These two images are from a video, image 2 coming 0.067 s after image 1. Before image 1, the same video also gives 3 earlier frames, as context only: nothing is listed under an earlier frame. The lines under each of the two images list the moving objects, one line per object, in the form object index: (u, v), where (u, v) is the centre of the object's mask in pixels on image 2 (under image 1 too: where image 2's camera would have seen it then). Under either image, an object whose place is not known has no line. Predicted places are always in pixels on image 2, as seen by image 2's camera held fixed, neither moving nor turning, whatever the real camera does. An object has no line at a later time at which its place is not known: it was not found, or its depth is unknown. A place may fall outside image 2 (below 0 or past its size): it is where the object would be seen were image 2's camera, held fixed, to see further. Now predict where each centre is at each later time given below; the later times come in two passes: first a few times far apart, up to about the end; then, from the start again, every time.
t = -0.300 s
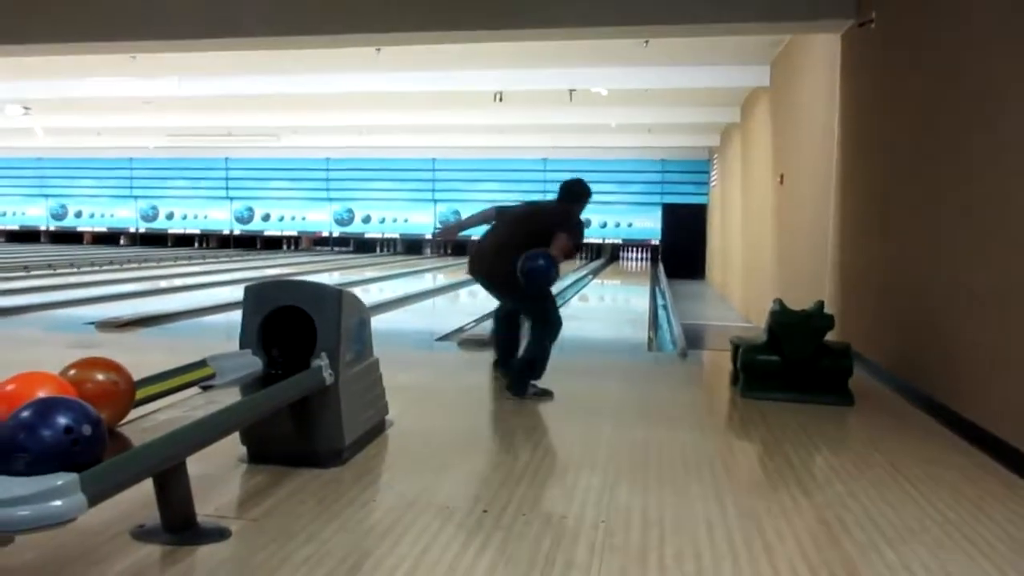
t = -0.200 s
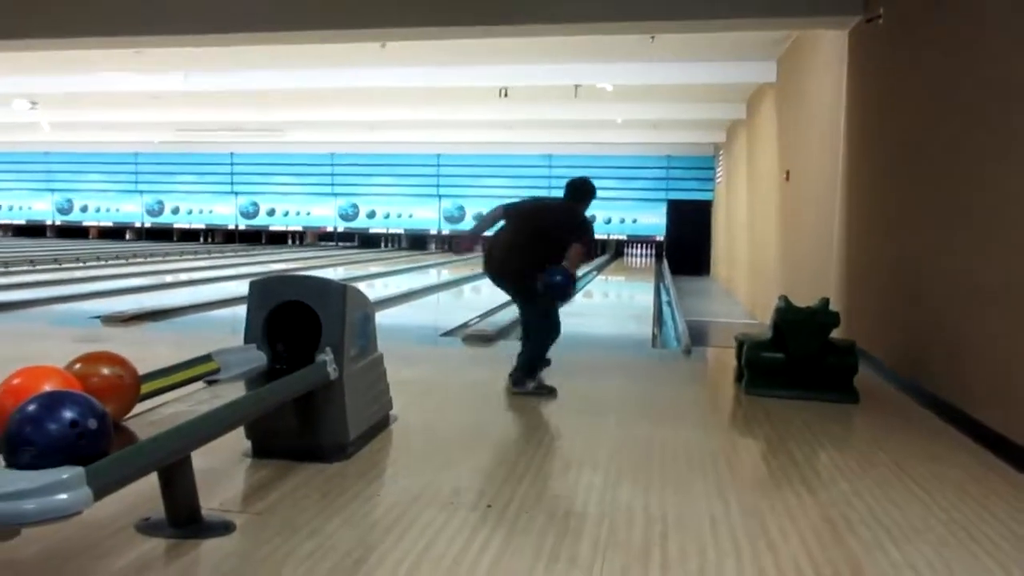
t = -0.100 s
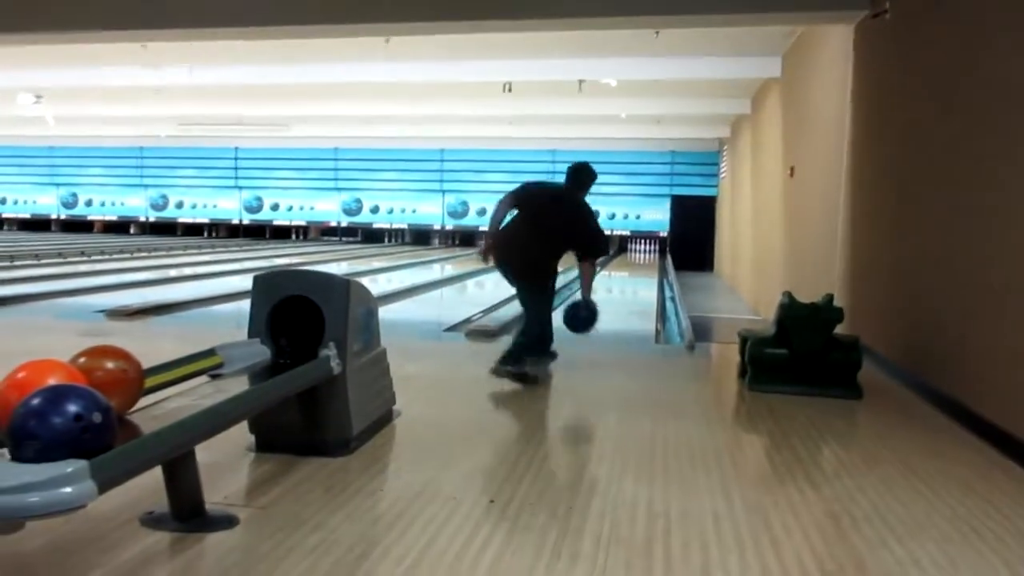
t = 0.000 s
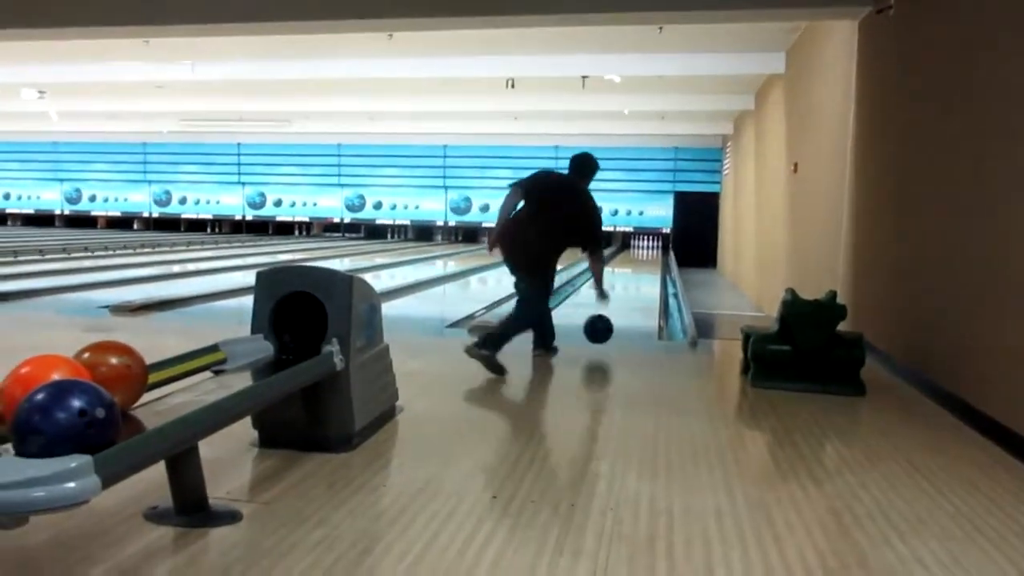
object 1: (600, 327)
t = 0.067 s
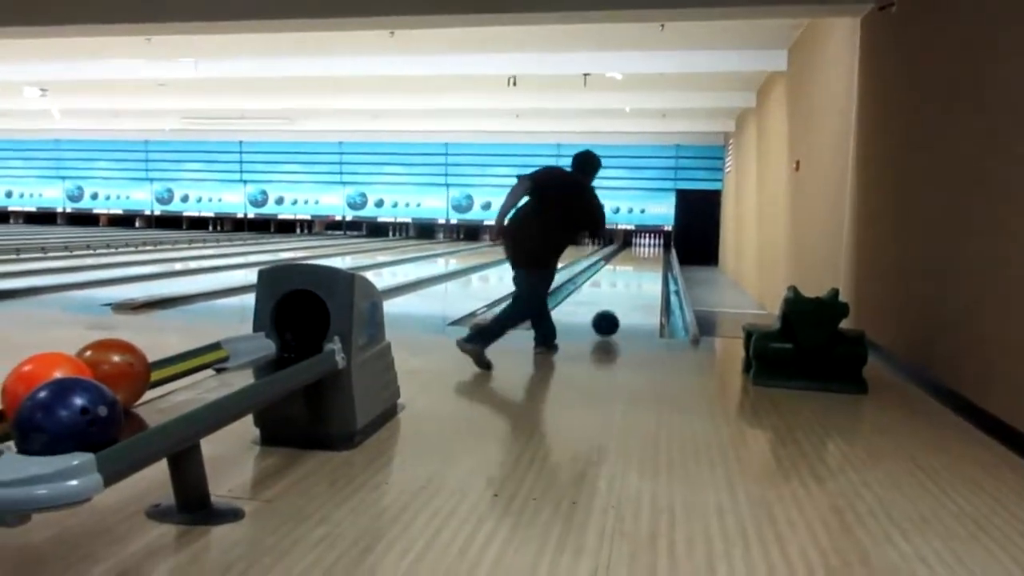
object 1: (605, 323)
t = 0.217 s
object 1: (615, 307)
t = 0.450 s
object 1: (625, 287)
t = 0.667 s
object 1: (631, 275)
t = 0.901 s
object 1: (636, 267)
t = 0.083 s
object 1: (606, 320)
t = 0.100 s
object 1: (608, 318)
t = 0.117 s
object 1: (609, 316)
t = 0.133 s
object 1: (610, 314)
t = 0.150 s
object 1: (611, 313)
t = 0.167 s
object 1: (612, 311)
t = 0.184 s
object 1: (613, 309)
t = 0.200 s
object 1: (614, 308)
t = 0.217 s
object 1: (615, 307)
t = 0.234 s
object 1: (616, 305)
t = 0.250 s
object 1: (617, 303)
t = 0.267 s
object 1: (618, 302)
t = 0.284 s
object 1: (619, 301)
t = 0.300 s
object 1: (619, 299)
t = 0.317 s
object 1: (620, 297)
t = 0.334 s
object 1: (621, 296)
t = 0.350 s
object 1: (622, 295)
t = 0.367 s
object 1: (623, 293)
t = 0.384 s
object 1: (623, 292)
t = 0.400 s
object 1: (624, 291)
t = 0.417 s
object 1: (624, 289)
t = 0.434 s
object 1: (625, 288)
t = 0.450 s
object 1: (625, 287)
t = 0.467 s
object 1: (626, 286)
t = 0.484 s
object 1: (627, 285)
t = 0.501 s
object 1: (627, 284)
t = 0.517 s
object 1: (627, 283)
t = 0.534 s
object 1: (628, 282)
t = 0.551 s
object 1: (628, 281)
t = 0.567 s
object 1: (630, 281)
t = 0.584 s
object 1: (630, 279)
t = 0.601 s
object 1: (629, 279)
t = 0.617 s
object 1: (630, 278)
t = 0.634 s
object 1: (630, 277)
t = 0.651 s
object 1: (631, 276)
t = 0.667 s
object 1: (631, 275)
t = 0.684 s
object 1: (632, 275)
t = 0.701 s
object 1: (632, 274)
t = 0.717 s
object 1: (632, 273)
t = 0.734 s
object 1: (633, 273)
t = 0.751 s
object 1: (633, 272)
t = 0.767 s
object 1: (633, 271)
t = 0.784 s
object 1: (634, 271)
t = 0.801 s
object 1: (634, 271)
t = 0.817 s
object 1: (634, 270)
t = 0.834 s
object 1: (635, 270)
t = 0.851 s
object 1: (635, 268)
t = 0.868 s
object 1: (635, 268)
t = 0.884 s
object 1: (636, 267)
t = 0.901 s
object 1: (636, 267)
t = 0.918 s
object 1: (636, 267)
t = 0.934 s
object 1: (636, 266)
